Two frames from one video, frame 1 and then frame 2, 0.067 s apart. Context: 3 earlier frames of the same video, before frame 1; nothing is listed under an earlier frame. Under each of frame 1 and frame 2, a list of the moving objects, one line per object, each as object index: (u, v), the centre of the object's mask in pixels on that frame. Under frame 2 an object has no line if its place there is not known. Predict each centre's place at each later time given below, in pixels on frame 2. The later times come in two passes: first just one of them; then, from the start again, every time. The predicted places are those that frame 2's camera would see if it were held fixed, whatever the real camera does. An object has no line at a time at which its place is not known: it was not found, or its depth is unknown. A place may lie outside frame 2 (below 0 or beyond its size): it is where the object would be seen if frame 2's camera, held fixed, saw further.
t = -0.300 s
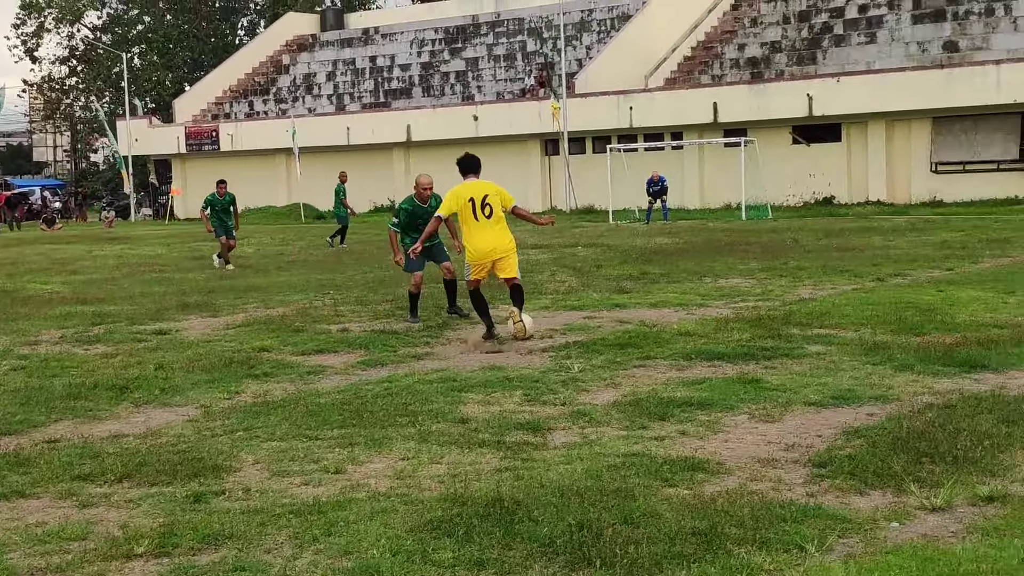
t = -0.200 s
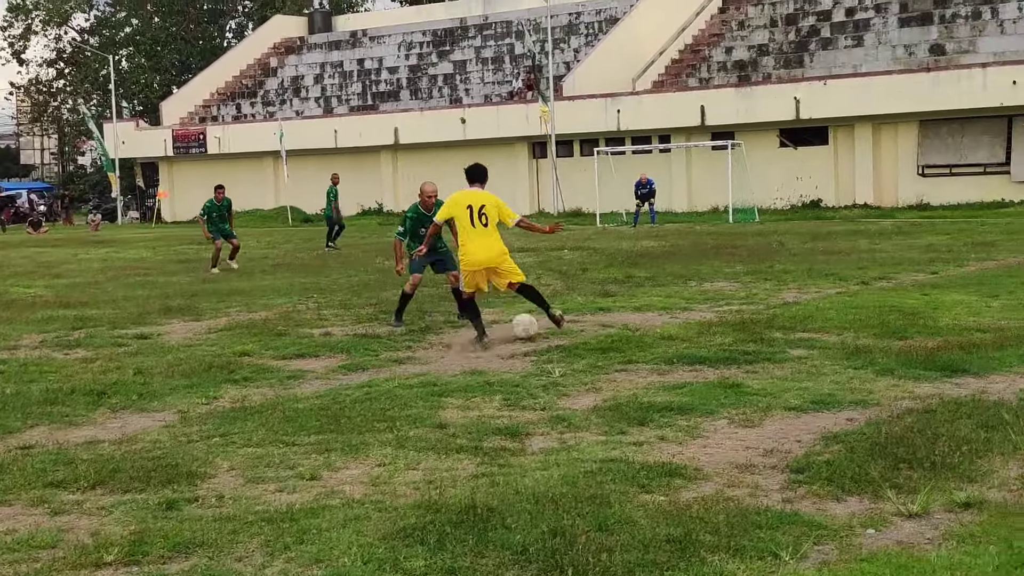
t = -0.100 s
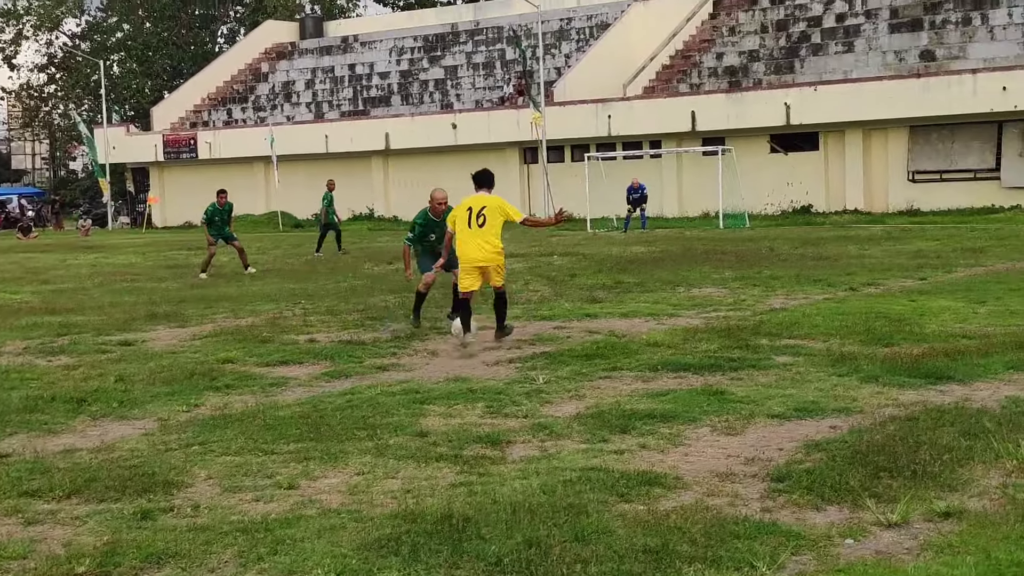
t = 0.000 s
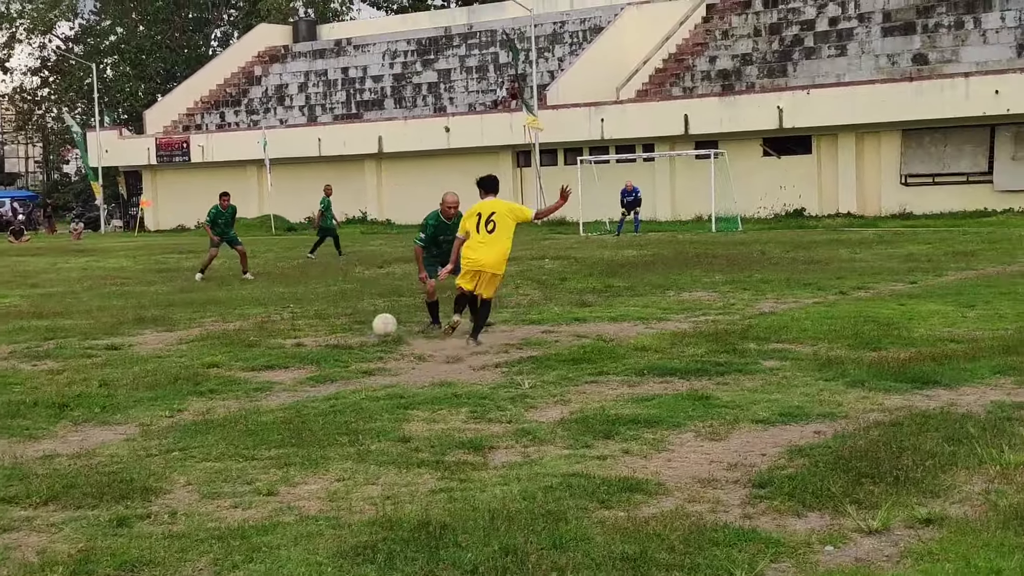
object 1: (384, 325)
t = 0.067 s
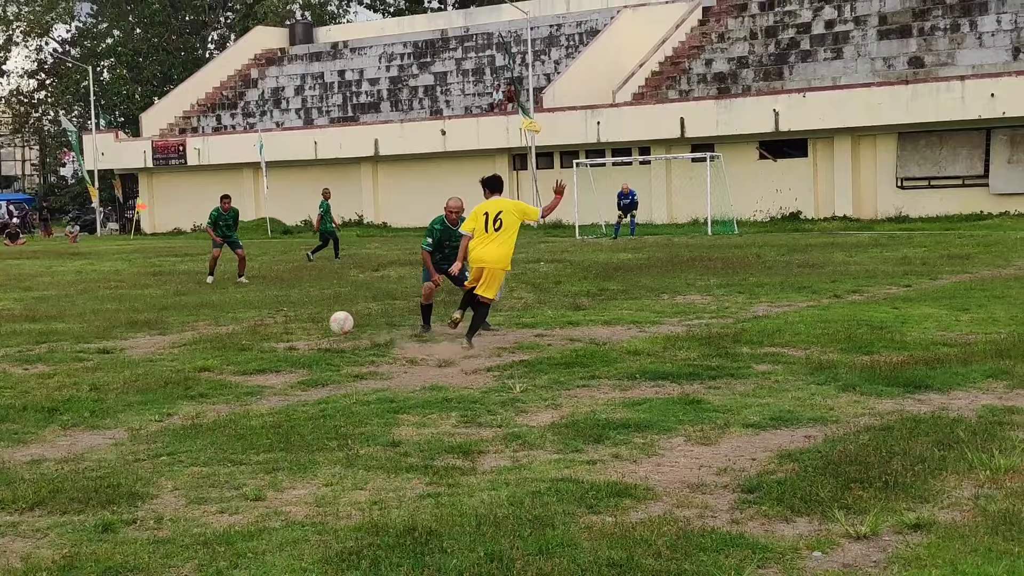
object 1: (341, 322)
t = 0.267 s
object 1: (250, 322)
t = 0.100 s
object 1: (324, 321)
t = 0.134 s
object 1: (307, 321)
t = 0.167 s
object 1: (291, 324)
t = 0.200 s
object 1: (276, 325)
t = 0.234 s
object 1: (262, 324)
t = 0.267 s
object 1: (250, 322)
